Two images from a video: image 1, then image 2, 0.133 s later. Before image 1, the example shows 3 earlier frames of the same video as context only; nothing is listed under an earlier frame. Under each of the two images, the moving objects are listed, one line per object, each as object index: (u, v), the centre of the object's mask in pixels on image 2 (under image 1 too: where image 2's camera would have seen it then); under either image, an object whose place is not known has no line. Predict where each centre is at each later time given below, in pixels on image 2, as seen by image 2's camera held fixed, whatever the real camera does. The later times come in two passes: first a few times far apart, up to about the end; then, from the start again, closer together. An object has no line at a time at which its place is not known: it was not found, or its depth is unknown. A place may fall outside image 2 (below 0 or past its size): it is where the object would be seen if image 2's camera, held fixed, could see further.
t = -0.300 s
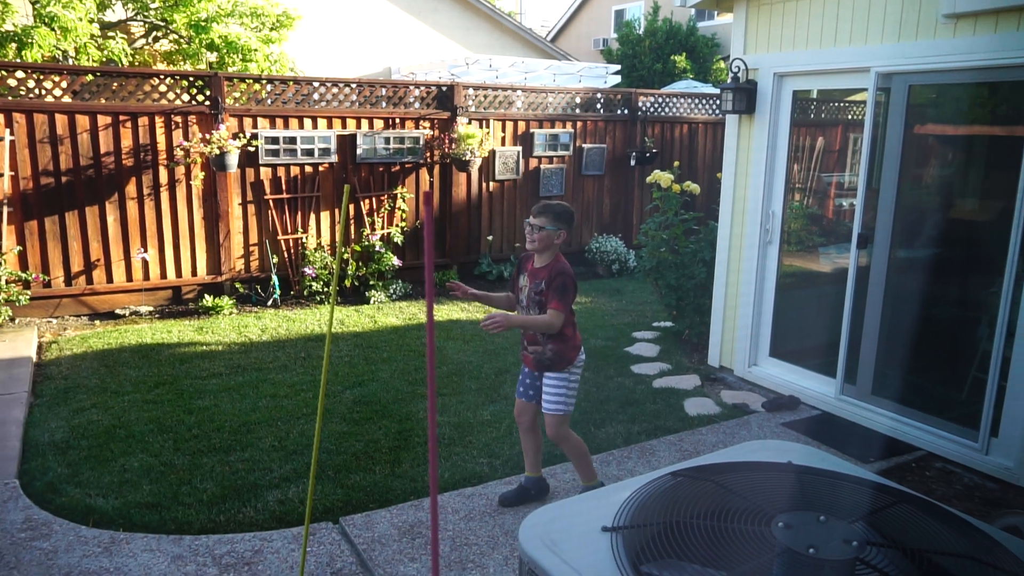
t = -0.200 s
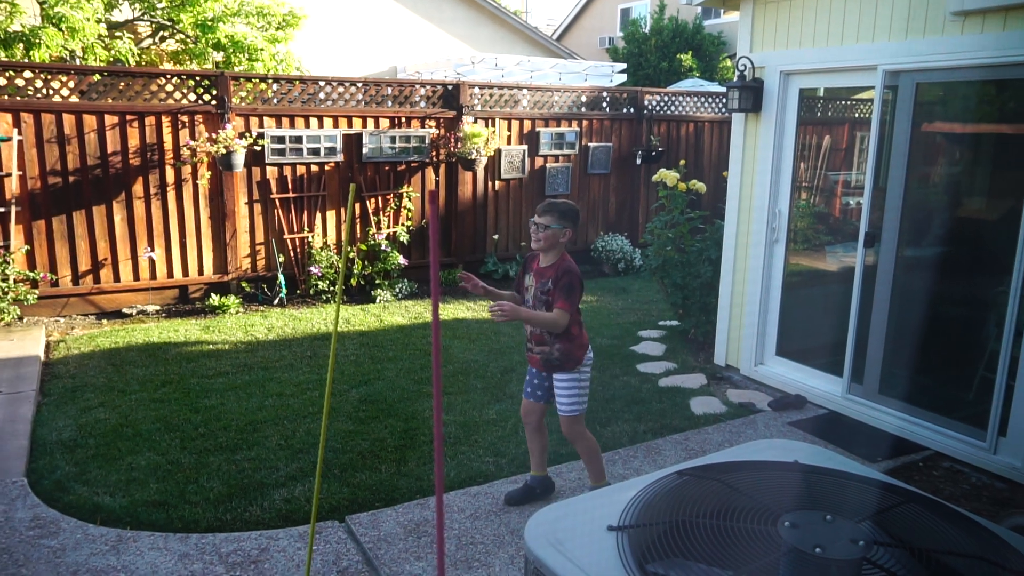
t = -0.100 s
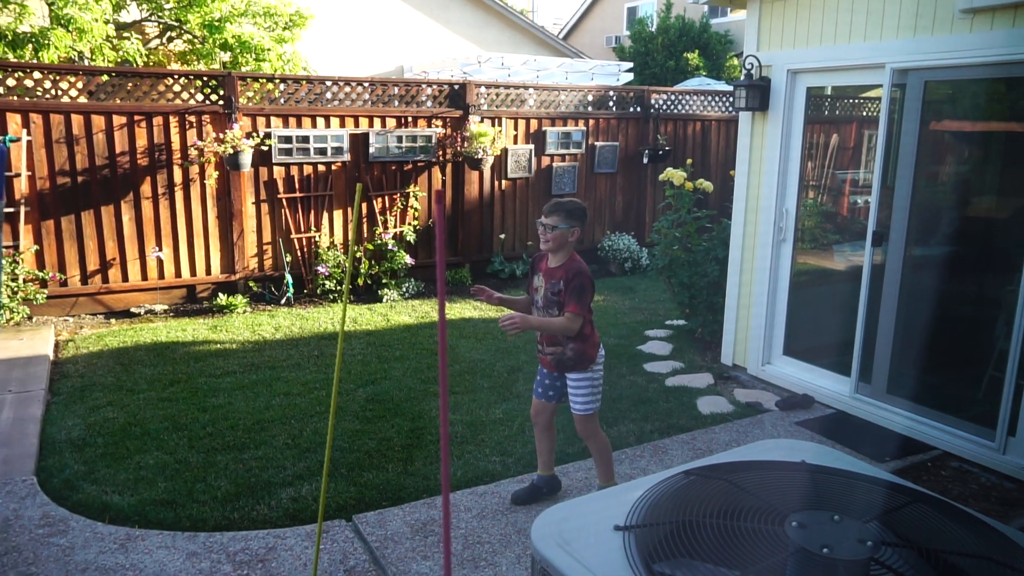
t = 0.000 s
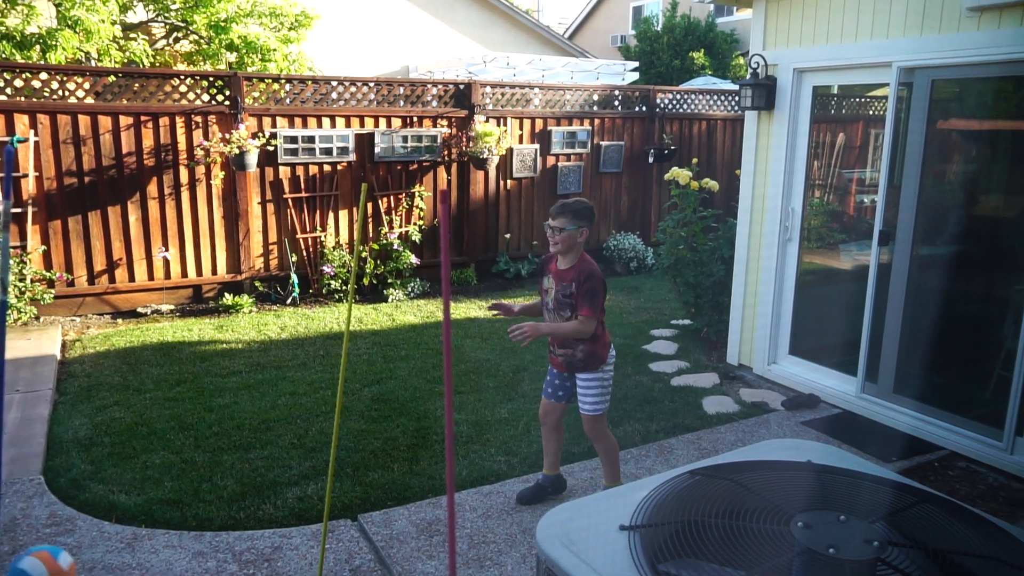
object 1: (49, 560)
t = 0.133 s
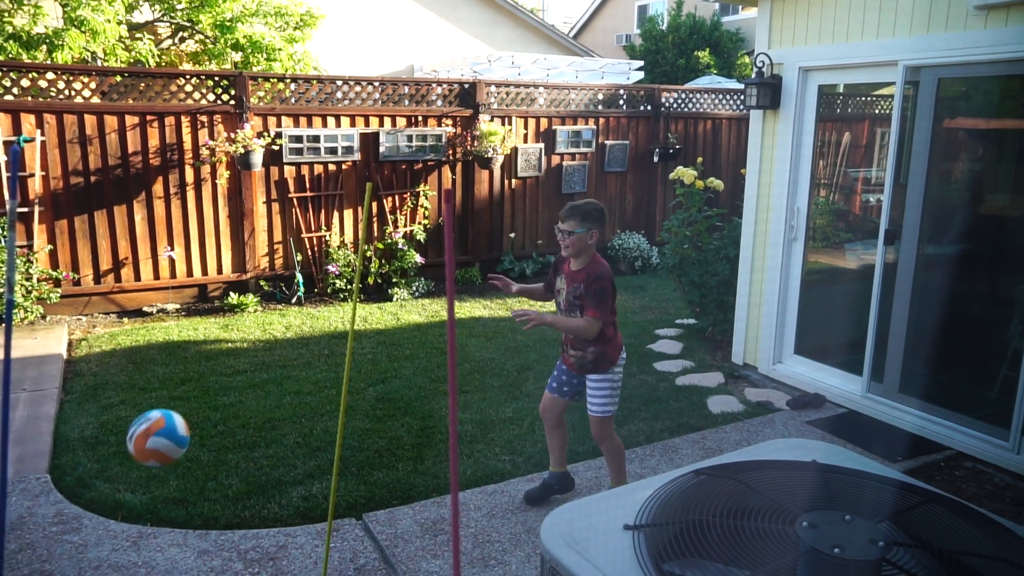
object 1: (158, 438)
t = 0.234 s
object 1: (217, 316)
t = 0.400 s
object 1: (315, 184)
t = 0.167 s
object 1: (178, 394)
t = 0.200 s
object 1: (197, 354)
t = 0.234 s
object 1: (217, 316)
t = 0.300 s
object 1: (258, 252)
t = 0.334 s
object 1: (278, 226)
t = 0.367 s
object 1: (297, 204)
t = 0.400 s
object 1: (315, 184)
